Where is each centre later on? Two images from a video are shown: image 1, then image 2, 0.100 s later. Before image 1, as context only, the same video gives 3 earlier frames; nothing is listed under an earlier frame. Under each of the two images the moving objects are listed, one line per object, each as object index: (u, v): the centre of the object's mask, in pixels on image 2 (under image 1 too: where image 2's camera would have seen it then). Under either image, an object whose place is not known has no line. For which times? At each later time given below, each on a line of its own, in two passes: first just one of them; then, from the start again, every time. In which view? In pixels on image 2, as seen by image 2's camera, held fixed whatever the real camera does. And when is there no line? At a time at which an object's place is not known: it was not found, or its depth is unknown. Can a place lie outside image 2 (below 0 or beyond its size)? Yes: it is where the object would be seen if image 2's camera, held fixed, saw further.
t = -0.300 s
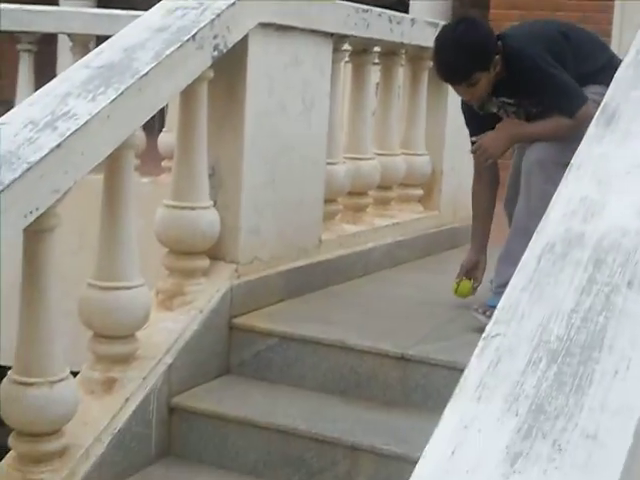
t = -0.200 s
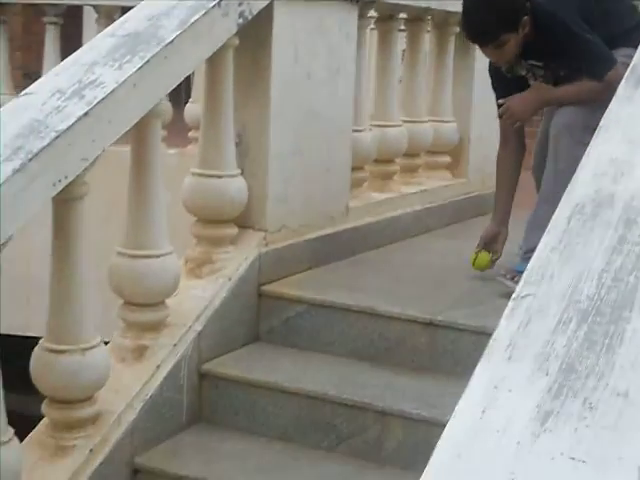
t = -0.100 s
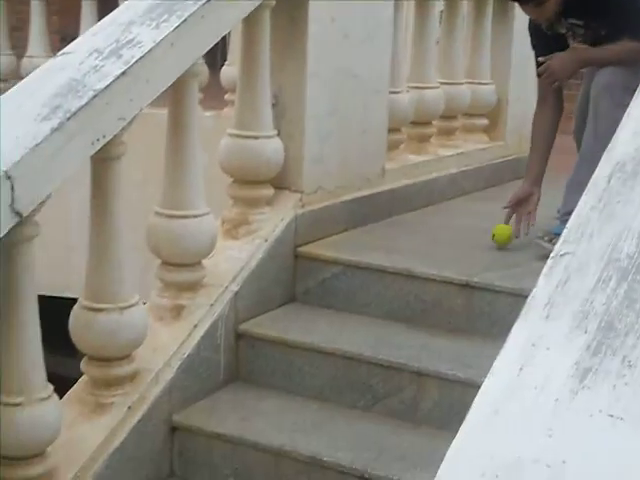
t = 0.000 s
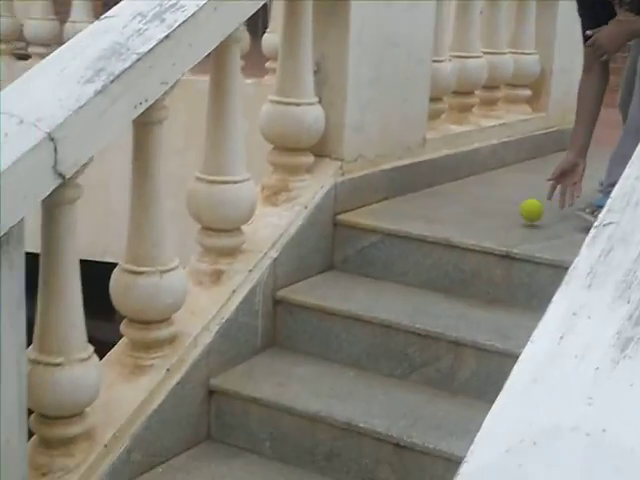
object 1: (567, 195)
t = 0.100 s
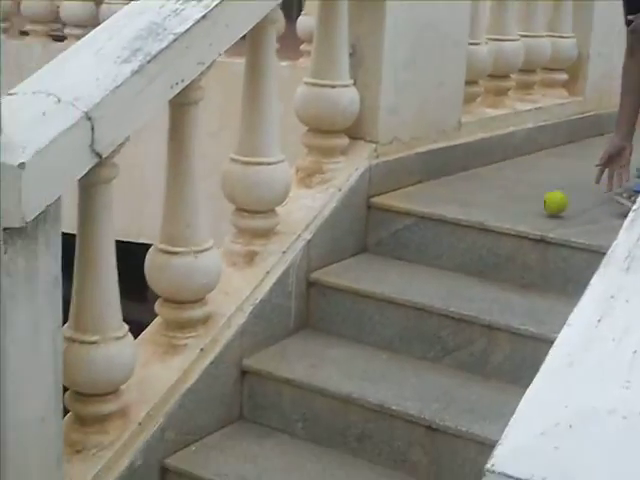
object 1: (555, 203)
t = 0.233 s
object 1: (537, 213)
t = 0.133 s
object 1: (550, 208)
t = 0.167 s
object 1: (546, 209)
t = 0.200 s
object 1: (541, 212)
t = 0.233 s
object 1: (537, 213)
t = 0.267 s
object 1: (533, 216)
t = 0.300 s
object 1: (528, 218)
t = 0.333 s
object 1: (523, 222)
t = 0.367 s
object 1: (518, 232)
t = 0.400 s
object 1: (512, 245)
